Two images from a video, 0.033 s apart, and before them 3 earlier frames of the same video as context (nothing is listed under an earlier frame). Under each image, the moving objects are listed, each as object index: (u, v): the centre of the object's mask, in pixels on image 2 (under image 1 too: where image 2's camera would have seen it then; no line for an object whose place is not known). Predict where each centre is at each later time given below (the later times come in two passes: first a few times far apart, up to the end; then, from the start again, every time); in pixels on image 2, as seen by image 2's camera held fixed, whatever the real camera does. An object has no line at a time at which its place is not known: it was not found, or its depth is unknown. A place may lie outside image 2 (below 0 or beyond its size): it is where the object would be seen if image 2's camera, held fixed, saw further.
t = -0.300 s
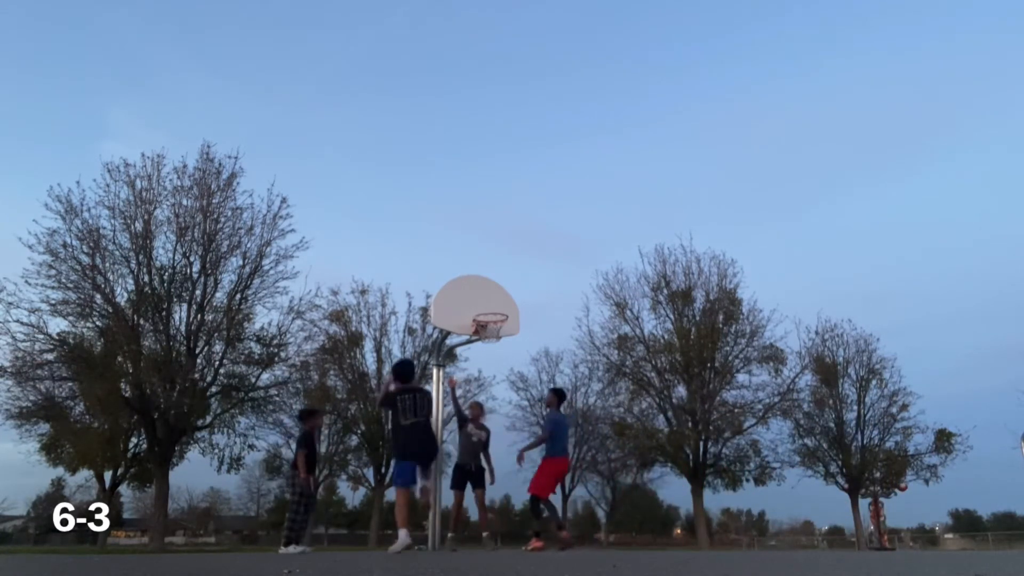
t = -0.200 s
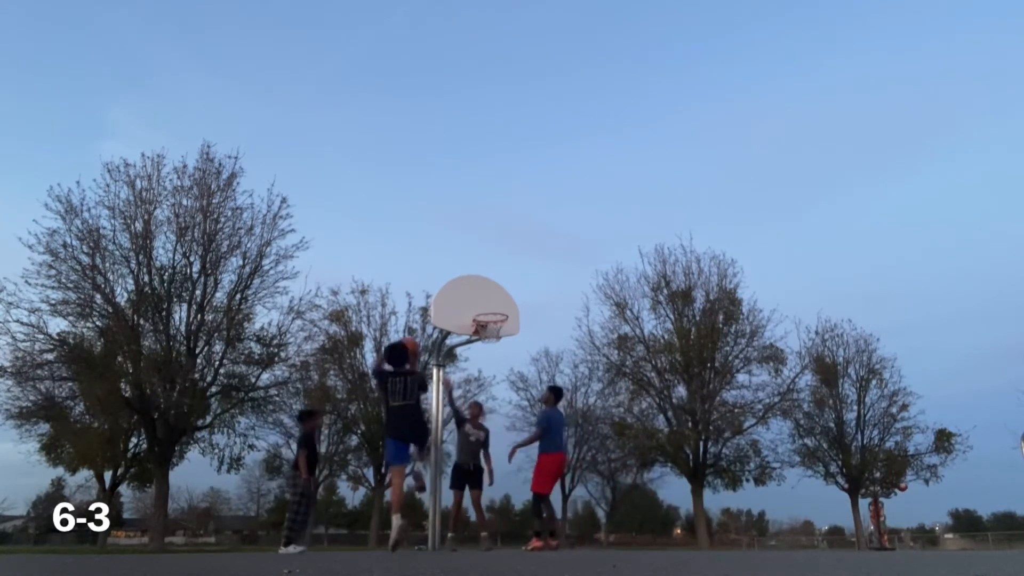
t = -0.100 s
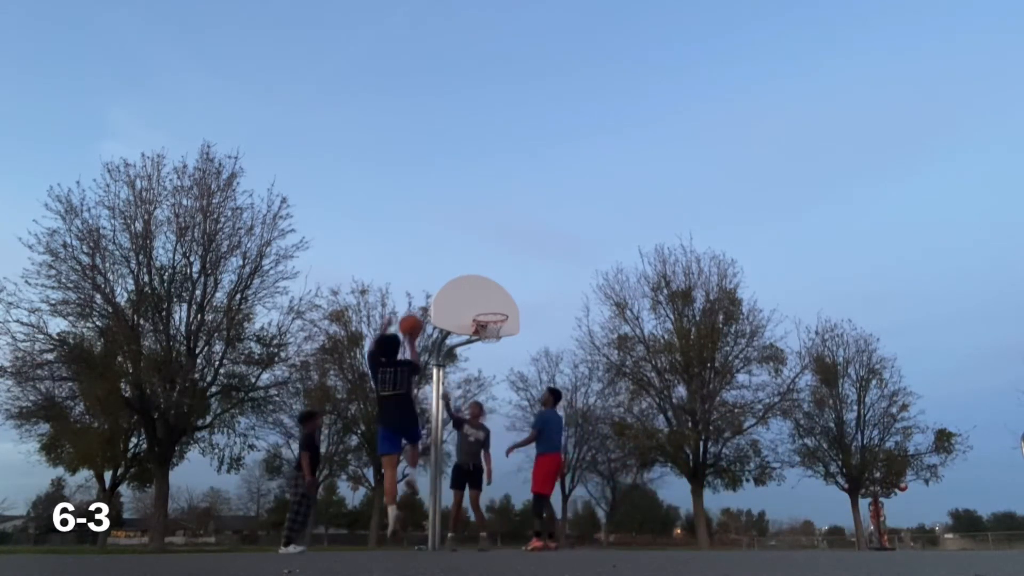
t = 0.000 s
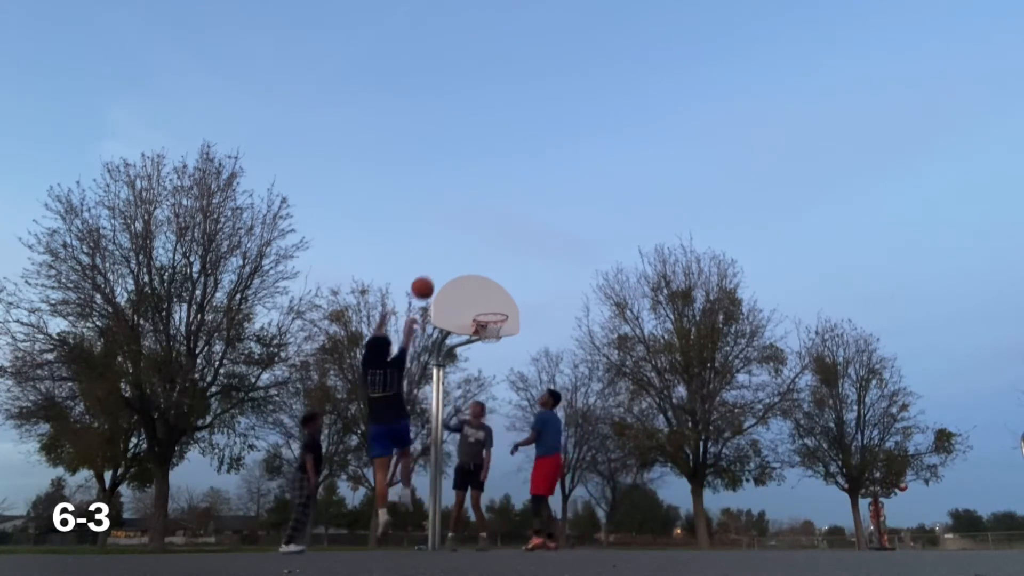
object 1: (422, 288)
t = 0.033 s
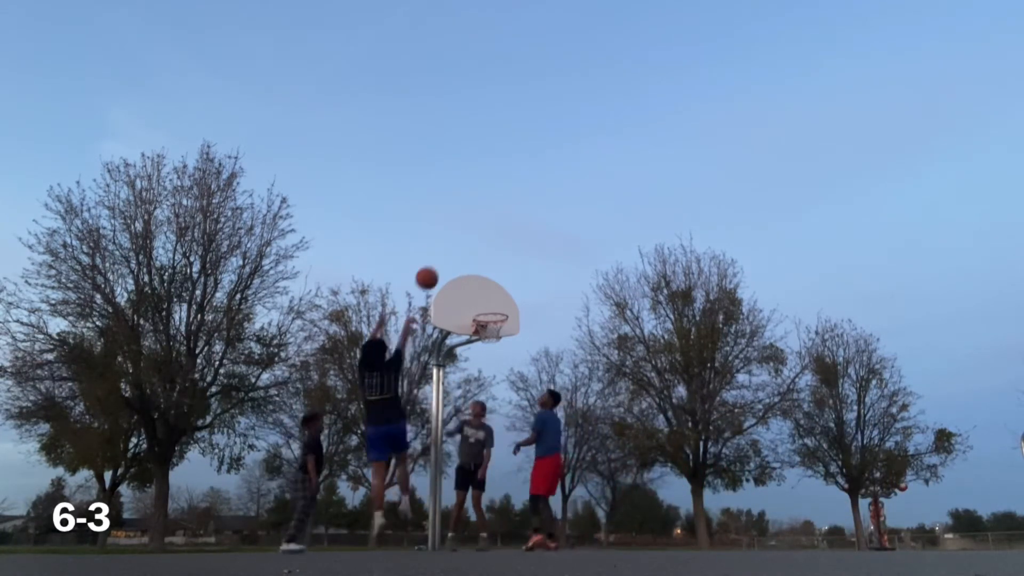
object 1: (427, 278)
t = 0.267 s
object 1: (452, 243)
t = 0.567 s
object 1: (475, 262)
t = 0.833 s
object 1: (489, 301)
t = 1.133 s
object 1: (498, 320)
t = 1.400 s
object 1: (487, 342)
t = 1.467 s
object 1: (483, 349)
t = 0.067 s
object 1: (431, 270)
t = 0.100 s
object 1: (435, 263)
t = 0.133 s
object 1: (439, 257)
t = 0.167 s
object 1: (442, 252)
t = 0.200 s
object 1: (445, 248)
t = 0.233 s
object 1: (449, 245)
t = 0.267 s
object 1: (452, 243)
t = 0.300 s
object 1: (455, 242)
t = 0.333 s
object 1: (458, 242)
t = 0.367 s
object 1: (461, 243)
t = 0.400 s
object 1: (463, 244)
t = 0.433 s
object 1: (466, 246)
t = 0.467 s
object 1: (468, 249)
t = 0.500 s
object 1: (471, 253)
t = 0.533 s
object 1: (473, 257)
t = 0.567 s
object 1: (475, 262)
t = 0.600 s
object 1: (478, 268)
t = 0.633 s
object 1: (480, 275)
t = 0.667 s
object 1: (482, 282)
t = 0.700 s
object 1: (484, 289)
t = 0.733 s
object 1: (486, 298)
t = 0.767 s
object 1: (488, 305)
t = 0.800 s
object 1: (489, 303)
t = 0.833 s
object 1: (489, 301)
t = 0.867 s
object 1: (490, 300)
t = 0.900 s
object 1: (491, 300)
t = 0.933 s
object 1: (492, 301)
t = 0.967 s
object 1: (493, 302)
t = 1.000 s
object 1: (494, 304)
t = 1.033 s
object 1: (495, 307)
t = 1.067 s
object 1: (495, 310)
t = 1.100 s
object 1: (496, 315)
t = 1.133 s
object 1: (498, 320)
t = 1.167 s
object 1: (498, 325)
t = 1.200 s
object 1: (497, 330)
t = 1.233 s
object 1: (497, 332)
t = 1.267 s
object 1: (495, 333)
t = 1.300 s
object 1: (493, 336)
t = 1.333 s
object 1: (491, 337)
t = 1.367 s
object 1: (489, 342)
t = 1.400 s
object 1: (487, 342)
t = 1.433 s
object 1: (485, 346)
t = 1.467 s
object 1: (483, 349)
